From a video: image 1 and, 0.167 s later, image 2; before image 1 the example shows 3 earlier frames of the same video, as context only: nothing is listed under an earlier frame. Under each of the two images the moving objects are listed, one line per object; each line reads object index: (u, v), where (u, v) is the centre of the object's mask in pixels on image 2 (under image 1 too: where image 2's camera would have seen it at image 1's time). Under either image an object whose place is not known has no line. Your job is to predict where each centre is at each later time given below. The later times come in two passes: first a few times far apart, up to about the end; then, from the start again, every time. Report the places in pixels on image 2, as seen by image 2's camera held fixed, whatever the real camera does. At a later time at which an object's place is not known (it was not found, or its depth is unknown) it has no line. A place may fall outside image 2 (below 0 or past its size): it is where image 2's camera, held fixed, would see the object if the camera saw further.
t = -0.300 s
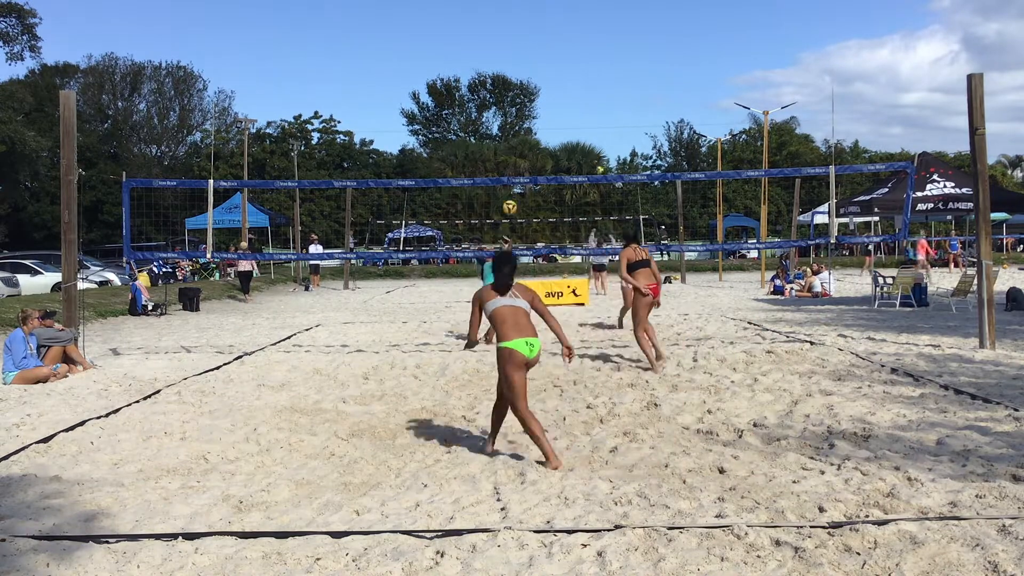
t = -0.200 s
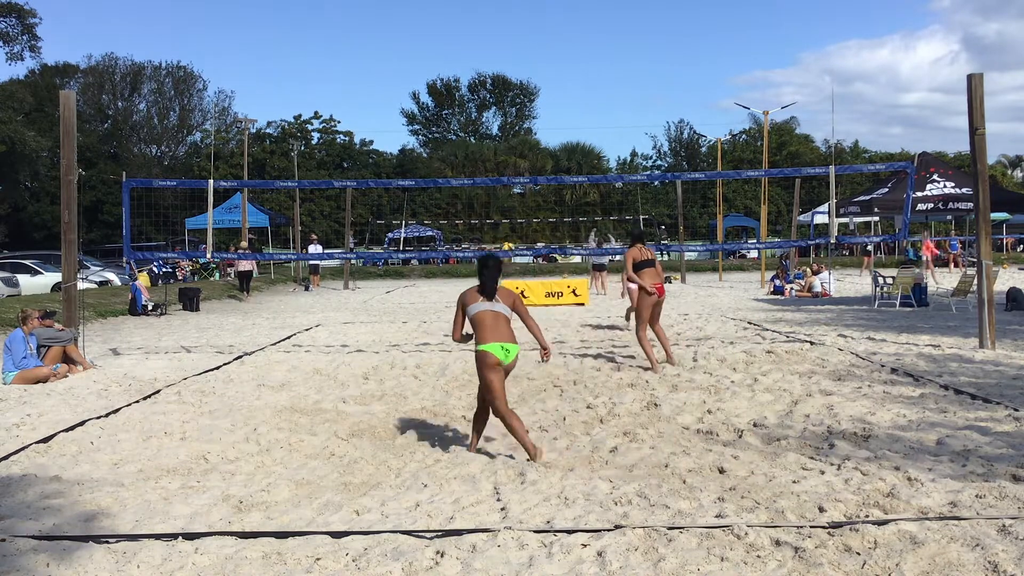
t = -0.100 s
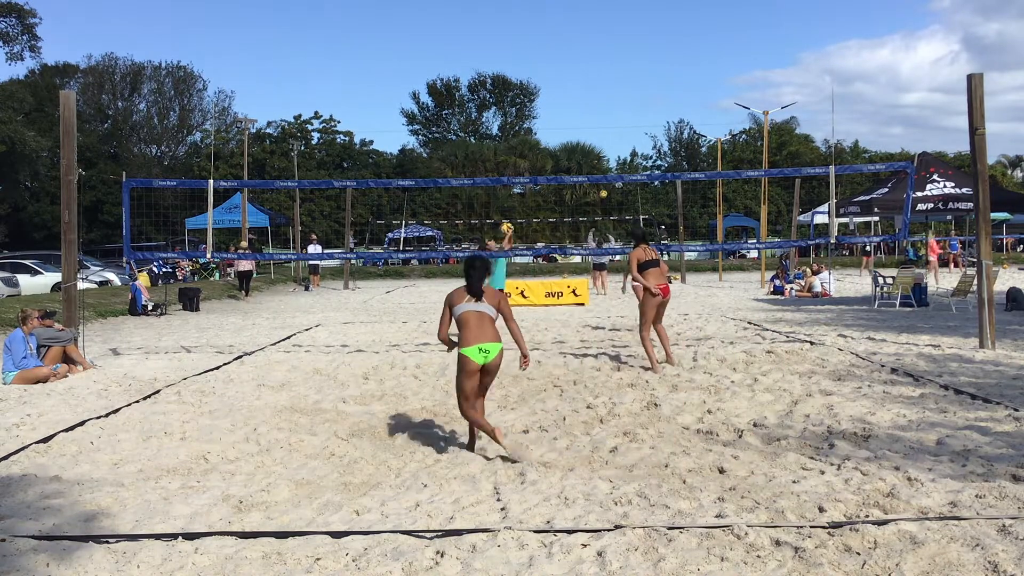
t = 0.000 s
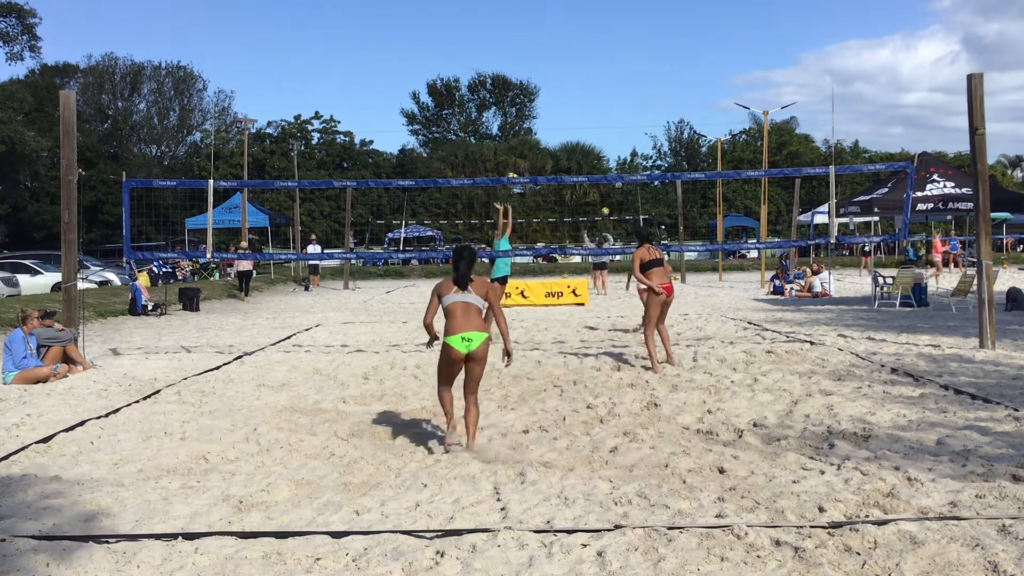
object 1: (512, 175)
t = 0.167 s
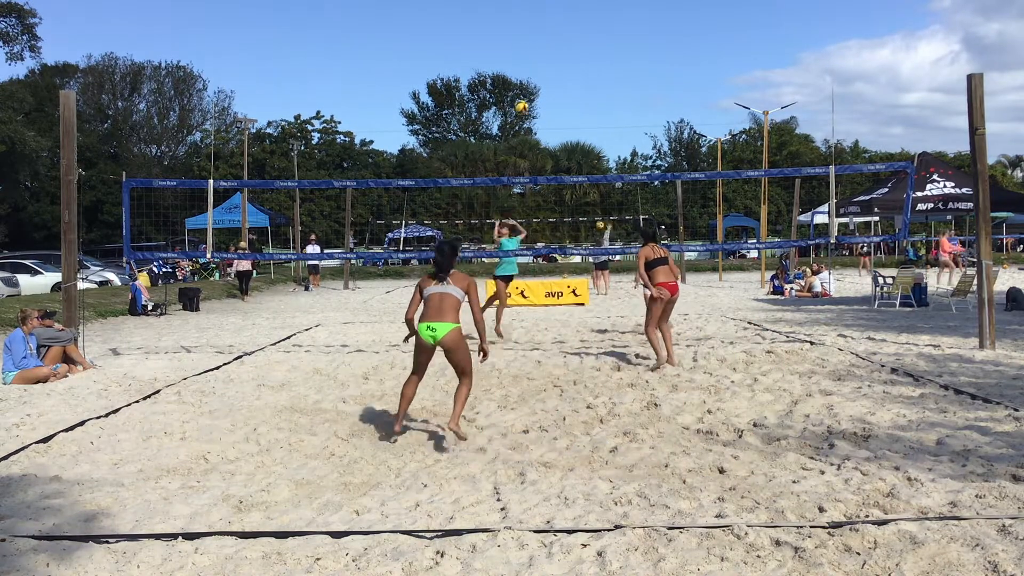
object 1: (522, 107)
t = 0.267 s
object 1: (526, 73)
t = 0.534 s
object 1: (543, 12)
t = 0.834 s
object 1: (564, 5)
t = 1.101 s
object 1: (585, 52)
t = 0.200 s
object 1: (523, 95)
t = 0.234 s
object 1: (525, 83)
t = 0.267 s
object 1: (526, 73)
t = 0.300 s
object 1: (529, 63)
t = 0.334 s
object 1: (531, 53)
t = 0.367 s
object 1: (533, 44)
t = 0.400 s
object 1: (535, 37)
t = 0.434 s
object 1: (537, 29)
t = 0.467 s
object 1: (539, 23)
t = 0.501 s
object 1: (541, 17)
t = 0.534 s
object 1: (543, 12)
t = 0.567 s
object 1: (546, 9)
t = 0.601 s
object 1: (548, 6)
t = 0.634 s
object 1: (550, 4)
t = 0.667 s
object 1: (552, 4)
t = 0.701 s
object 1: (554, 3)
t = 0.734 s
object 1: (557, 3)
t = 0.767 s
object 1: (559, 4)
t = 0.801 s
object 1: (561, 4)
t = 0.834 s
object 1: (564, 5)
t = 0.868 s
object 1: (566, 7)
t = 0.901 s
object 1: (569, 10)
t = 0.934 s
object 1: (572, 16)
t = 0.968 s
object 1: (574, 21)
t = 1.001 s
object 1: (577, 28)
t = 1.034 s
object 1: (580, 35)
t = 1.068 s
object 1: (582, 43)
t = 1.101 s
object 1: (585, 52)
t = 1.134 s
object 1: (588, 62)
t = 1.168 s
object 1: (591, 72)
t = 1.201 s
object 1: (594, 84)
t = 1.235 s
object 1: (597, 96)
